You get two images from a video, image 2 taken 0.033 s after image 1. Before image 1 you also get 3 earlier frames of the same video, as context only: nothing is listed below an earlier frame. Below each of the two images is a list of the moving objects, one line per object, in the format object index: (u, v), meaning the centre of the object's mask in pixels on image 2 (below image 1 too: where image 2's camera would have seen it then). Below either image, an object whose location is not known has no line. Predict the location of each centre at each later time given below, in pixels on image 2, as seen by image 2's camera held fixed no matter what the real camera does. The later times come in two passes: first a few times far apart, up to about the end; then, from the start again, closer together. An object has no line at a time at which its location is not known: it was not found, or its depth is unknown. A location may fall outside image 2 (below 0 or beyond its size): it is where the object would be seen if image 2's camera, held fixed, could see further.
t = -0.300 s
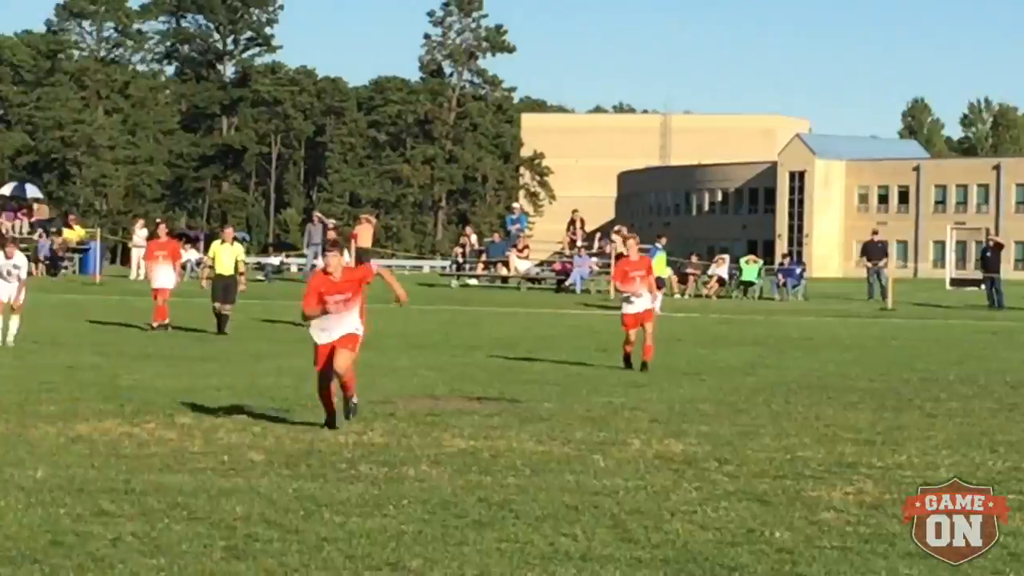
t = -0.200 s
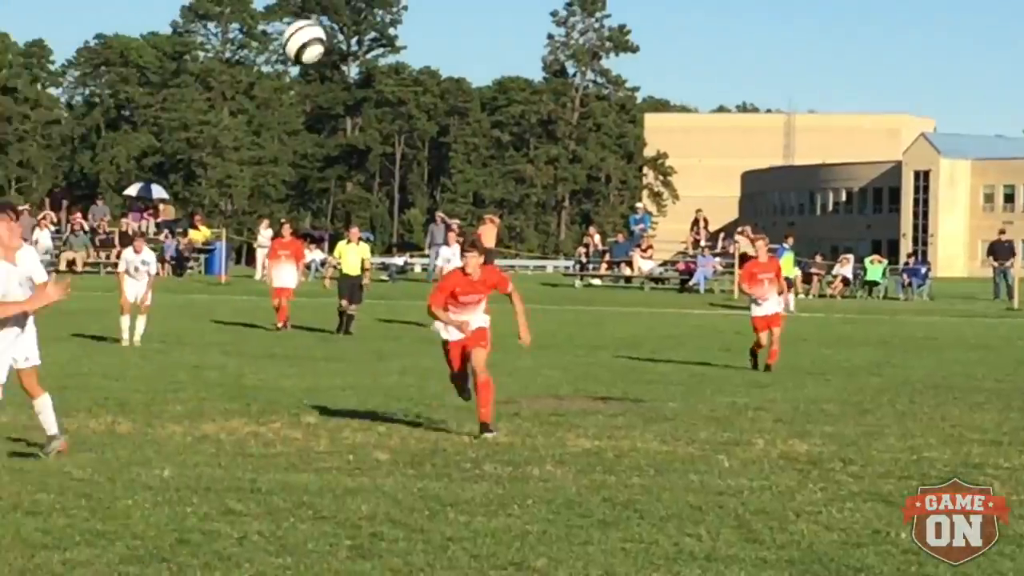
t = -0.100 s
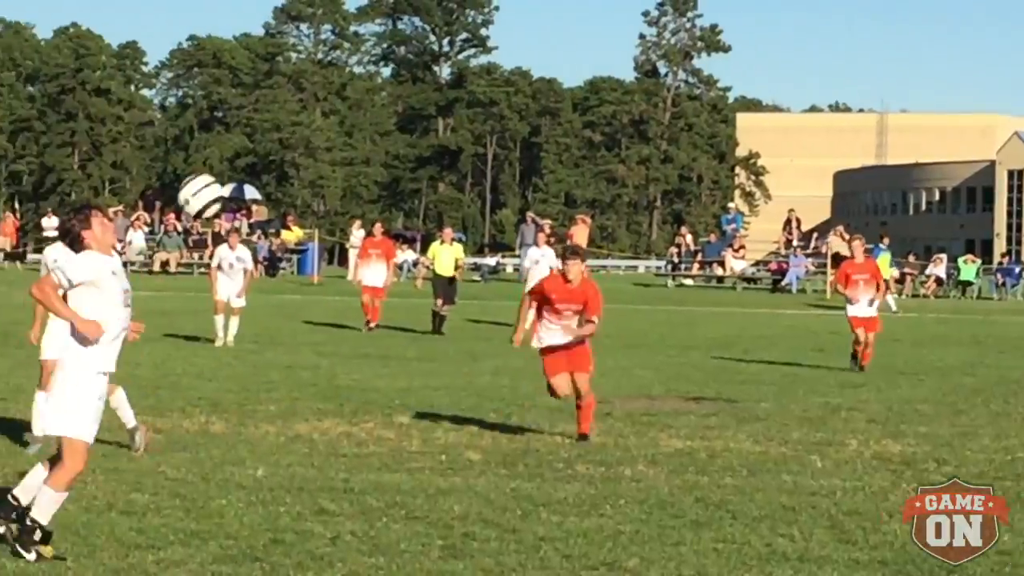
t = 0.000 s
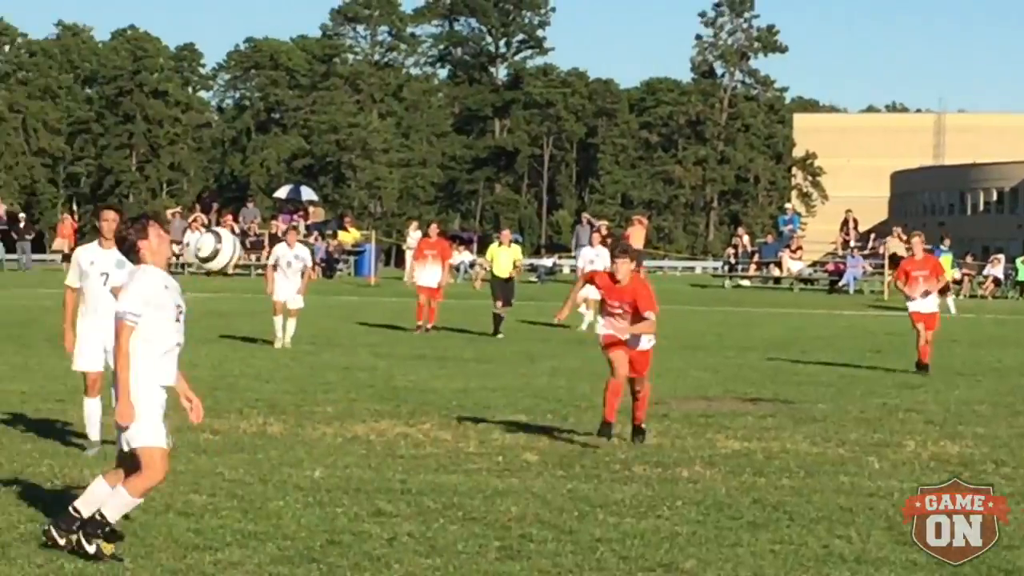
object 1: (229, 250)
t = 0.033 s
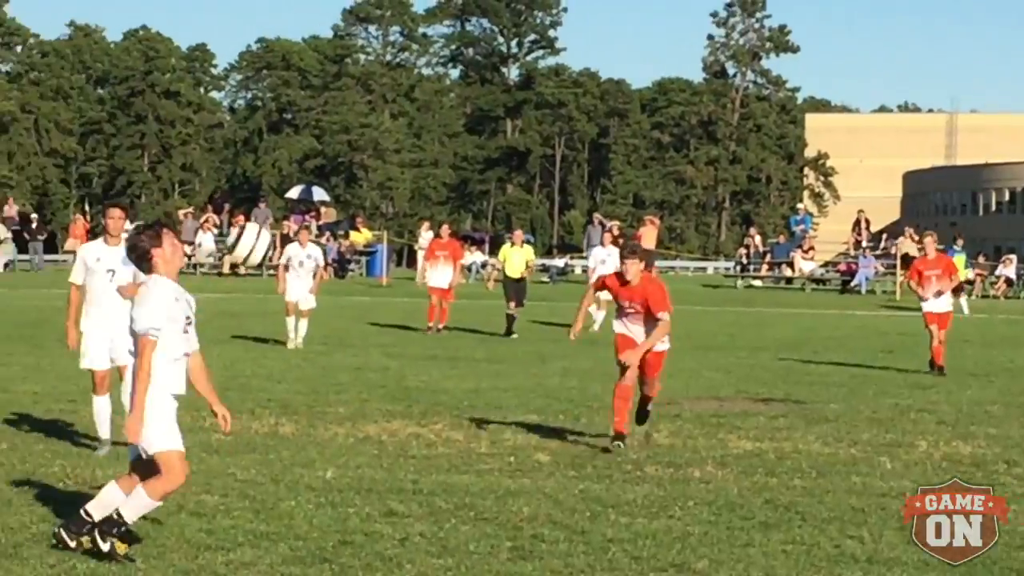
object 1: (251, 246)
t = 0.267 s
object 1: (398, 269)
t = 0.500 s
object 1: (553, 417)
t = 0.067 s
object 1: (271, 242)
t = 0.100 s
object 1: (292, 240)
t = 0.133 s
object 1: (313, 241)
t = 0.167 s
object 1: (334, 245)
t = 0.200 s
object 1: (355, 251)
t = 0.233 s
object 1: (378, 260)
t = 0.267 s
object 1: (398, 269)
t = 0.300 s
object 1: (419, 283)
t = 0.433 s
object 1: (509, 362)
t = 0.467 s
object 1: (531, 387)
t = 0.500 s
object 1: (553, 417)
